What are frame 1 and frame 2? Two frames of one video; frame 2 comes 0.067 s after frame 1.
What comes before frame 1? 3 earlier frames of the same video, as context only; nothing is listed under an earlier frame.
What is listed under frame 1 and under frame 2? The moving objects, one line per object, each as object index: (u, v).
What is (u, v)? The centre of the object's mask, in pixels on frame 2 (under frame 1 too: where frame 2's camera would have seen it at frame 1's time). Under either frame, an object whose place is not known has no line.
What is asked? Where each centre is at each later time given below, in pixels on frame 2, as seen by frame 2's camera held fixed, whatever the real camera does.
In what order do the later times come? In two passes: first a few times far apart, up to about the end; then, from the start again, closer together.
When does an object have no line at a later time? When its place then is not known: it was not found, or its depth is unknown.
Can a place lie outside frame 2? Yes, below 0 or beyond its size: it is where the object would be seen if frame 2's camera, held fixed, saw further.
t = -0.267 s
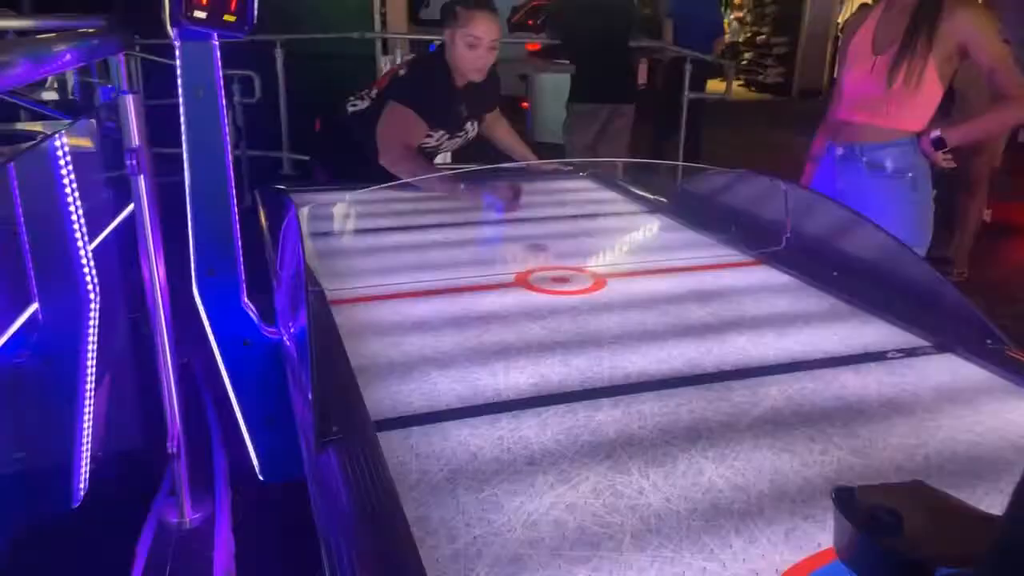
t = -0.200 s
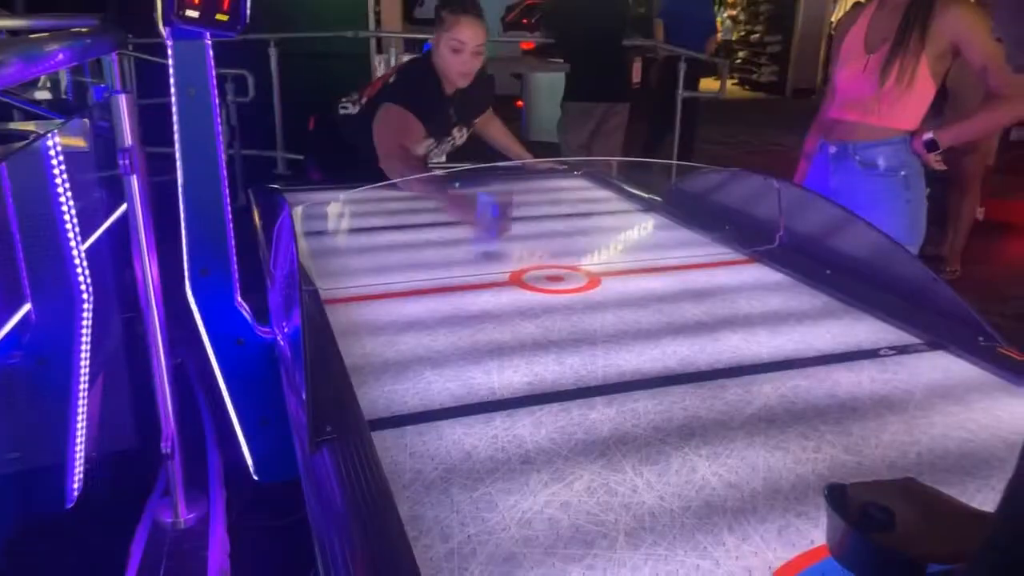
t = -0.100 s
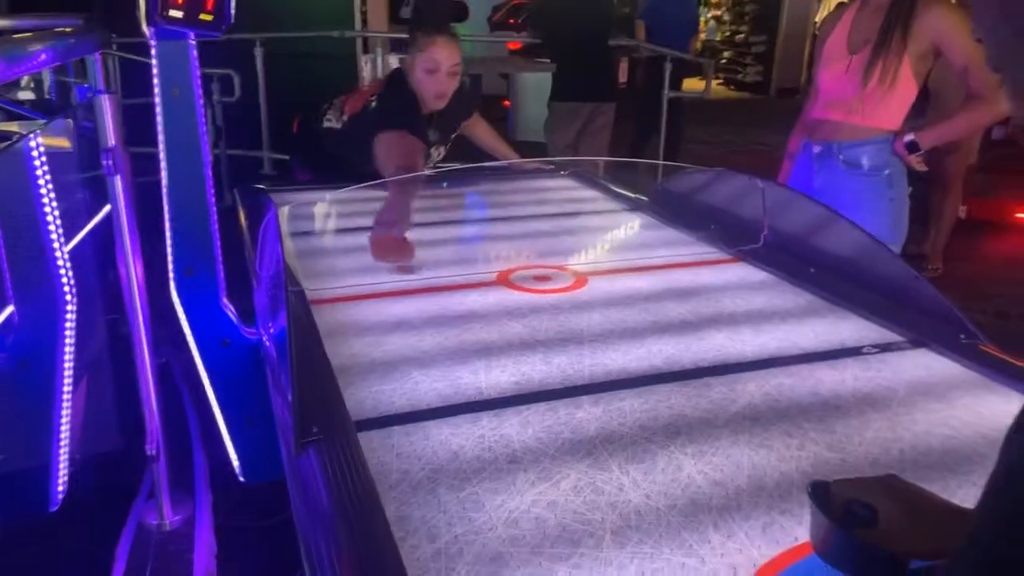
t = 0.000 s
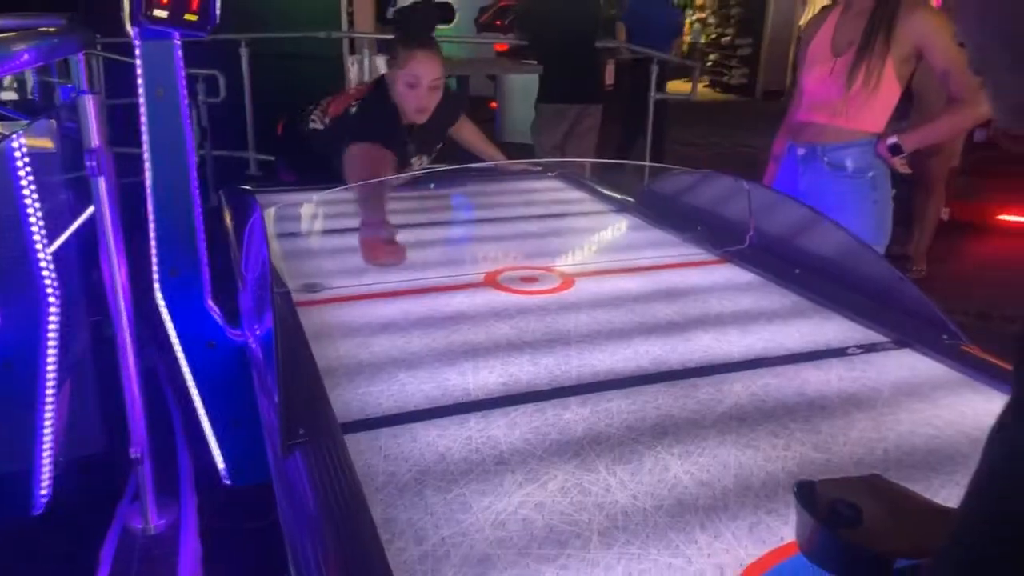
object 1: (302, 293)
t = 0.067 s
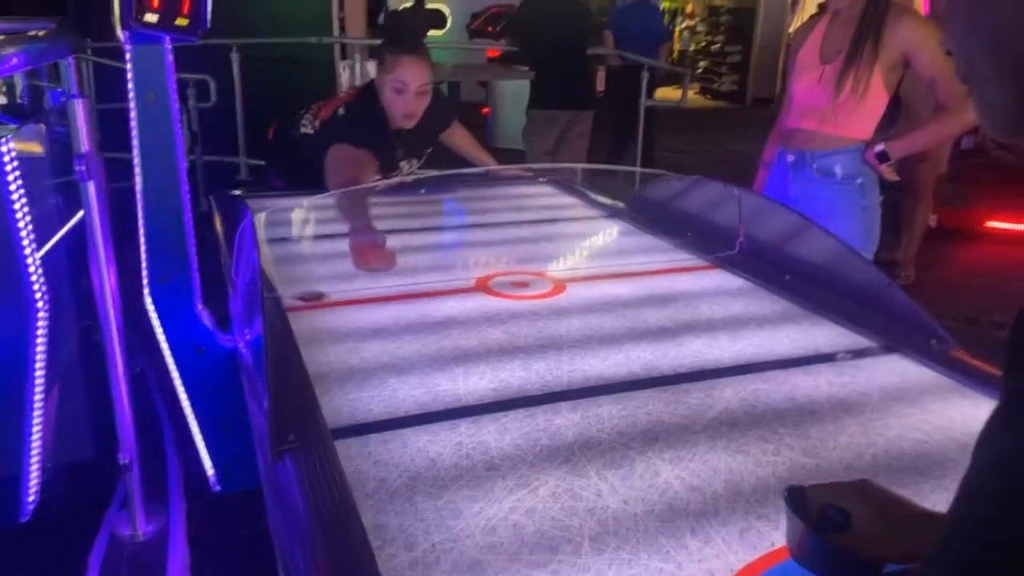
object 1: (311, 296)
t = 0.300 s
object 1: (460, 289)
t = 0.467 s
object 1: (555, 285)
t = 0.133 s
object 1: (357, 294)
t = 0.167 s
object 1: (378, 292)
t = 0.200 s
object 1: (399, 290)
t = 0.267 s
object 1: (440, 289)
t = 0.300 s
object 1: (460, 289)
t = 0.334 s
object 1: (481, 289)
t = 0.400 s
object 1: (519, 287)
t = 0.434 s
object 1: (538, 287)
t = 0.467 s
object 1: (555, 285)
